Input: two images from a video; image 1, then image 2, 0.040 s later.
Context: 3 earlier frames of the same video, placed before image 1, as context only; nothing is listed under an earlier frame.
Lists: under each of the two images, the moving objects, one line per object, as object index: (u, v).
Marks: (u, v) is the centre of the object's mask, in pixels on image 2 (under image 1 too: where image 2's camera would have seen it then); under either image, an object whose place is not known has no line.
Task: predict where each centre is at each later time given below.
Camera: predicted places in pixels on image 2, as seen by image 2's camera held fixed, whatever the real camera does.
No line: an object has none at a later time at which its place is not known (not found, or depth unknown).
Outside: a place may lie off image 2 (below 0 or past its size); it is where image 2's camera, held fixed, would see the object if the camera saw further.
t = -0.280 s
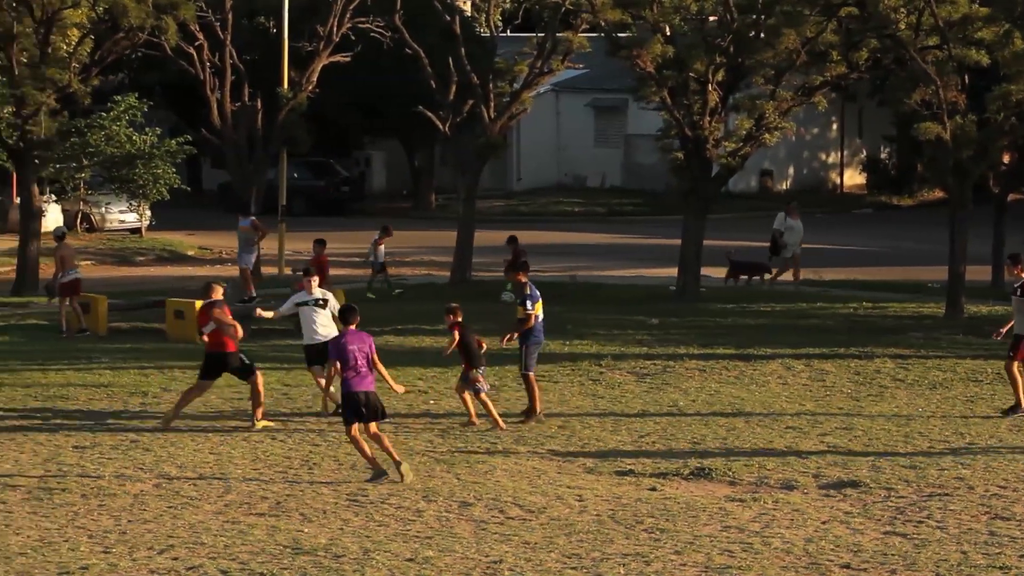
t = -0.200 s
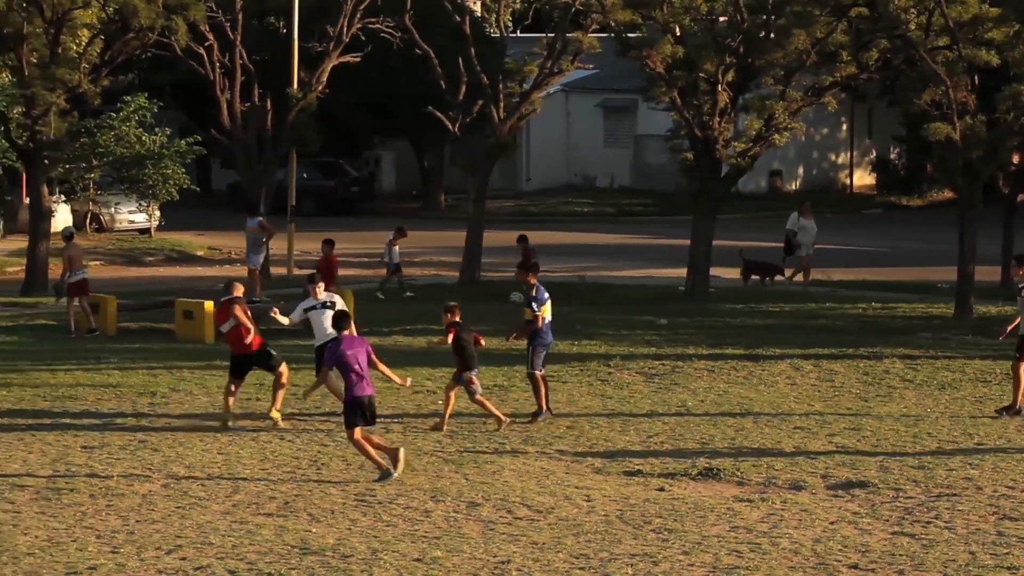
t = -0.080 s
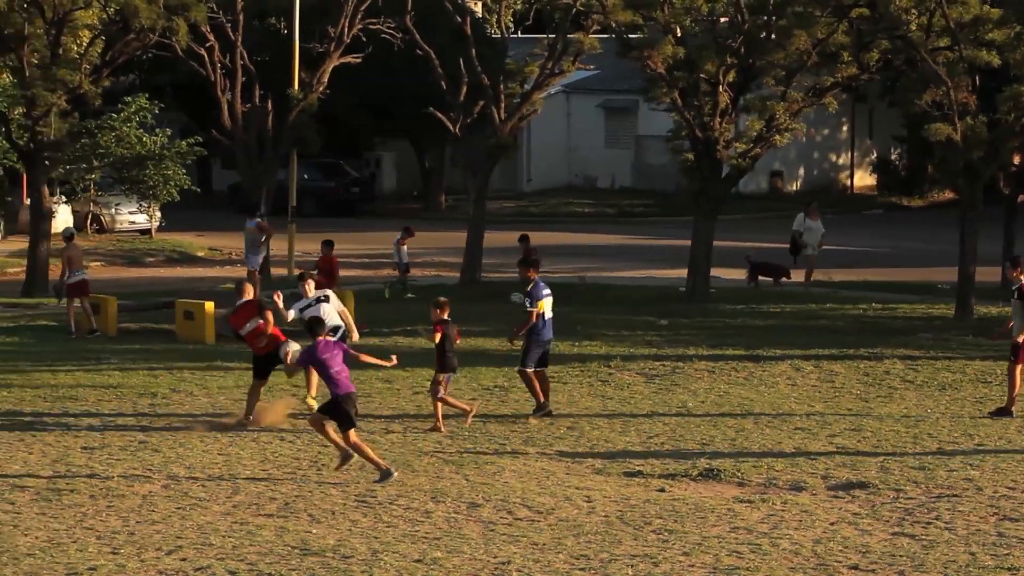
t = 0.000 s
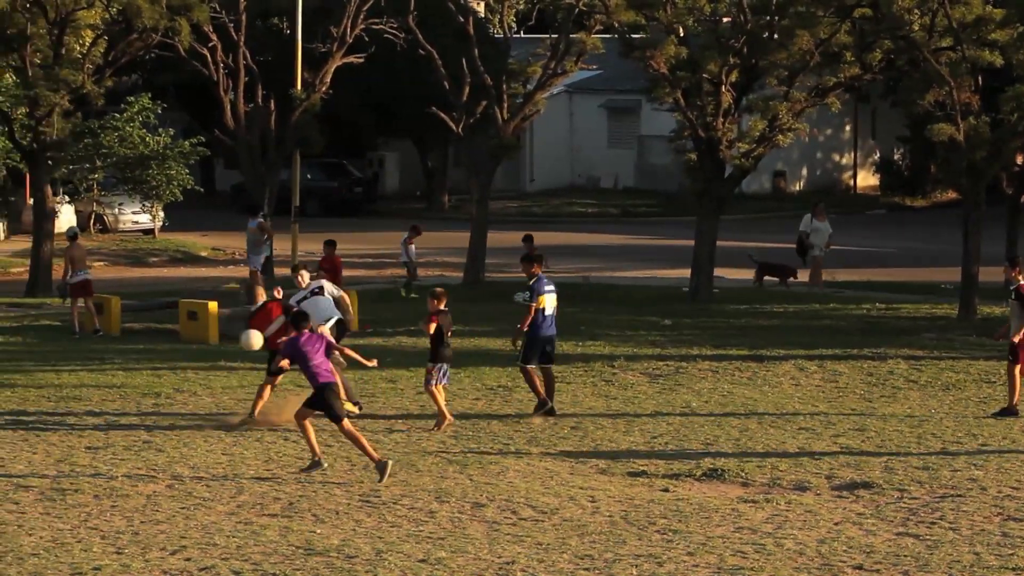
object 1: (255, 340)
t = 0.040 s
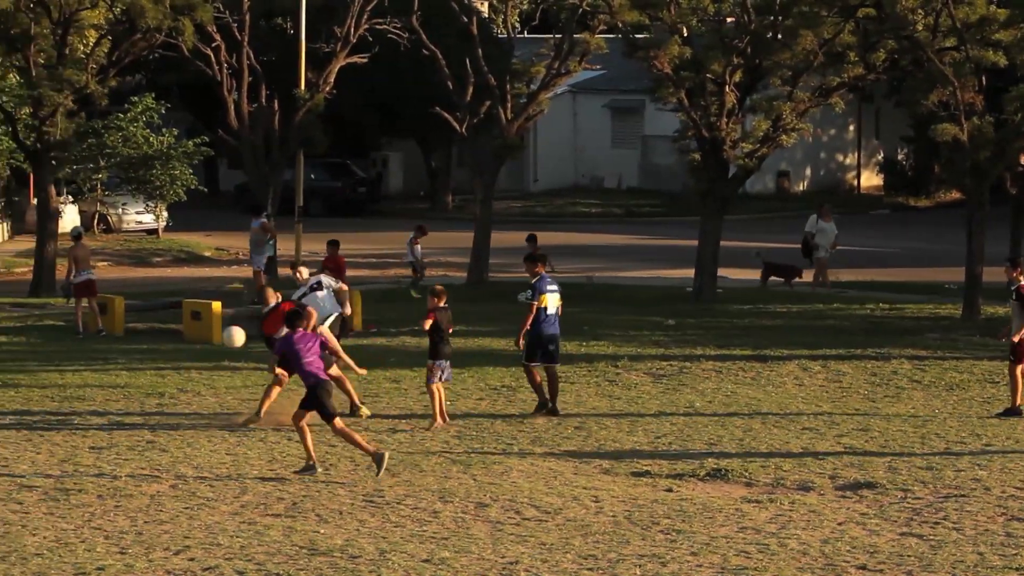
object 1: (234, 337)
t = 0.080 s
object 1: (213, 335)
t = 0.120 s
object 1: (193, 335)
